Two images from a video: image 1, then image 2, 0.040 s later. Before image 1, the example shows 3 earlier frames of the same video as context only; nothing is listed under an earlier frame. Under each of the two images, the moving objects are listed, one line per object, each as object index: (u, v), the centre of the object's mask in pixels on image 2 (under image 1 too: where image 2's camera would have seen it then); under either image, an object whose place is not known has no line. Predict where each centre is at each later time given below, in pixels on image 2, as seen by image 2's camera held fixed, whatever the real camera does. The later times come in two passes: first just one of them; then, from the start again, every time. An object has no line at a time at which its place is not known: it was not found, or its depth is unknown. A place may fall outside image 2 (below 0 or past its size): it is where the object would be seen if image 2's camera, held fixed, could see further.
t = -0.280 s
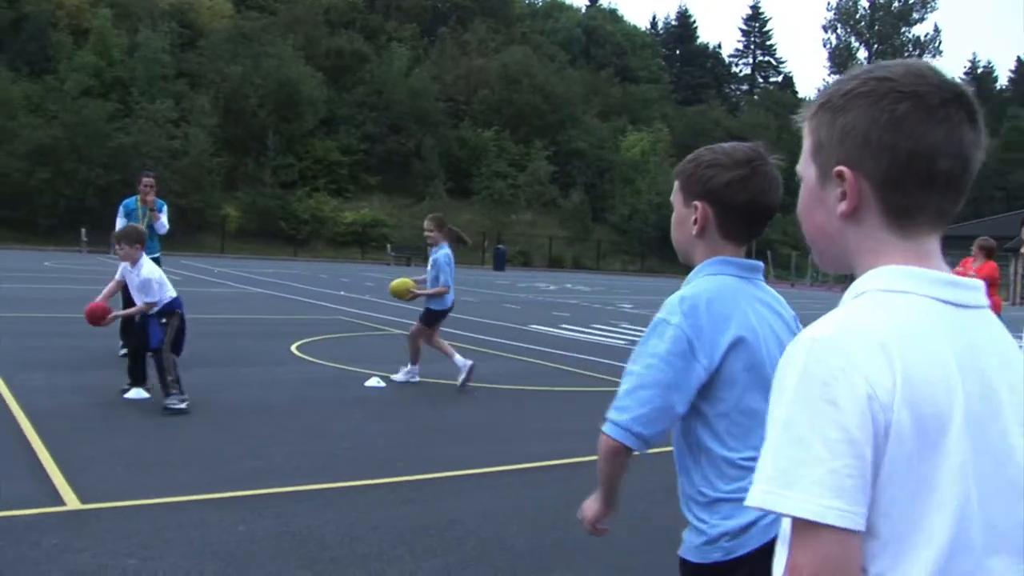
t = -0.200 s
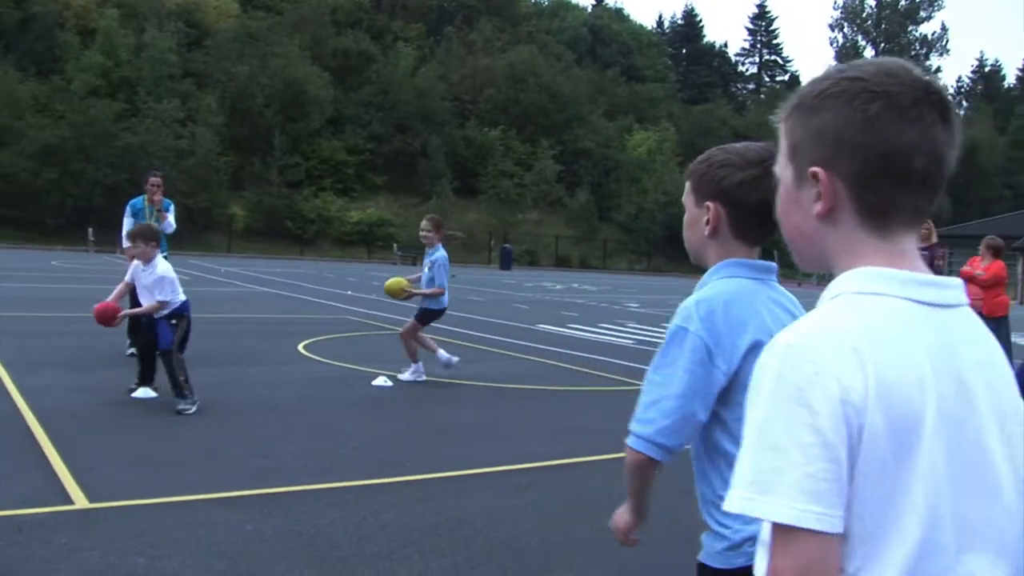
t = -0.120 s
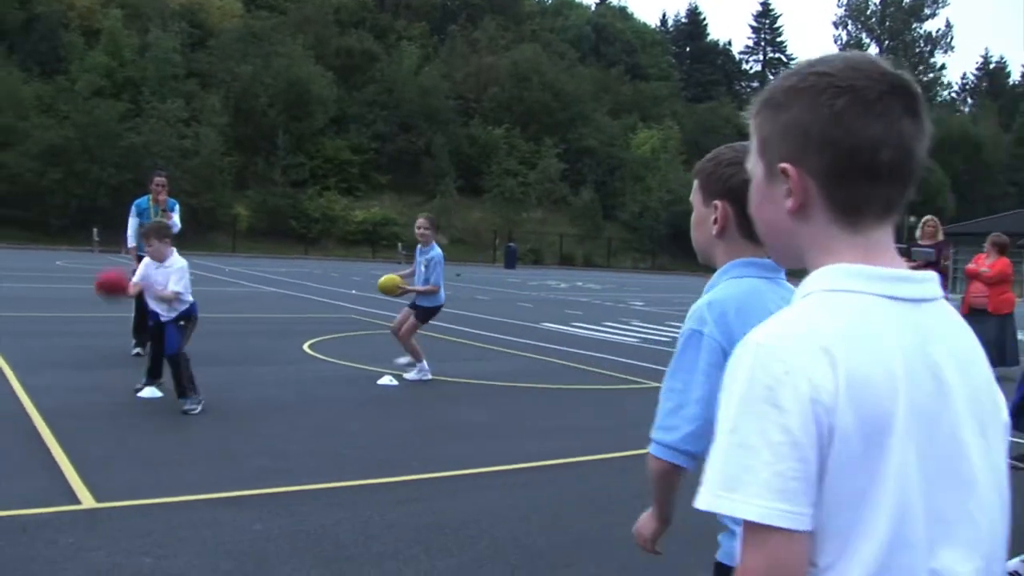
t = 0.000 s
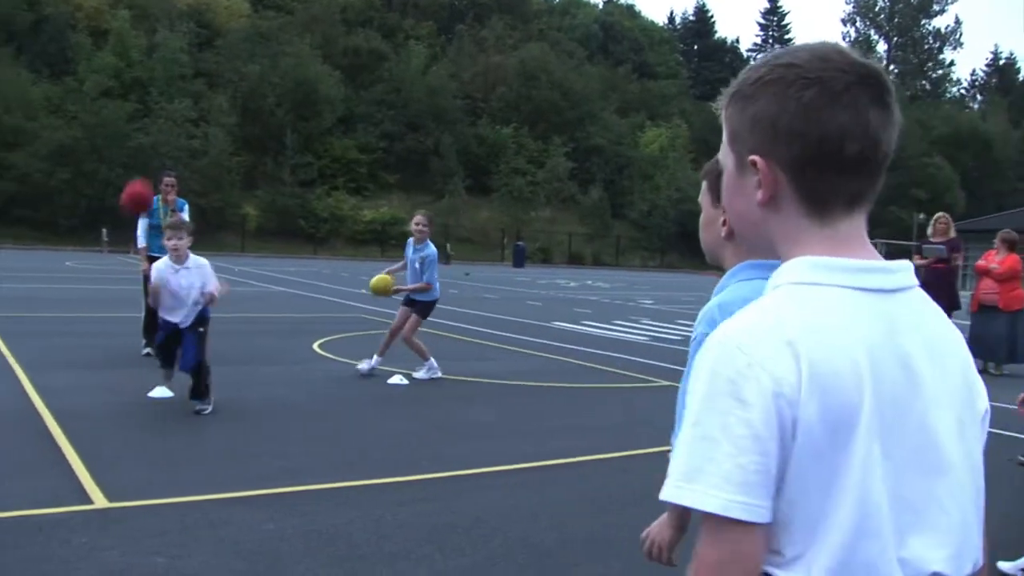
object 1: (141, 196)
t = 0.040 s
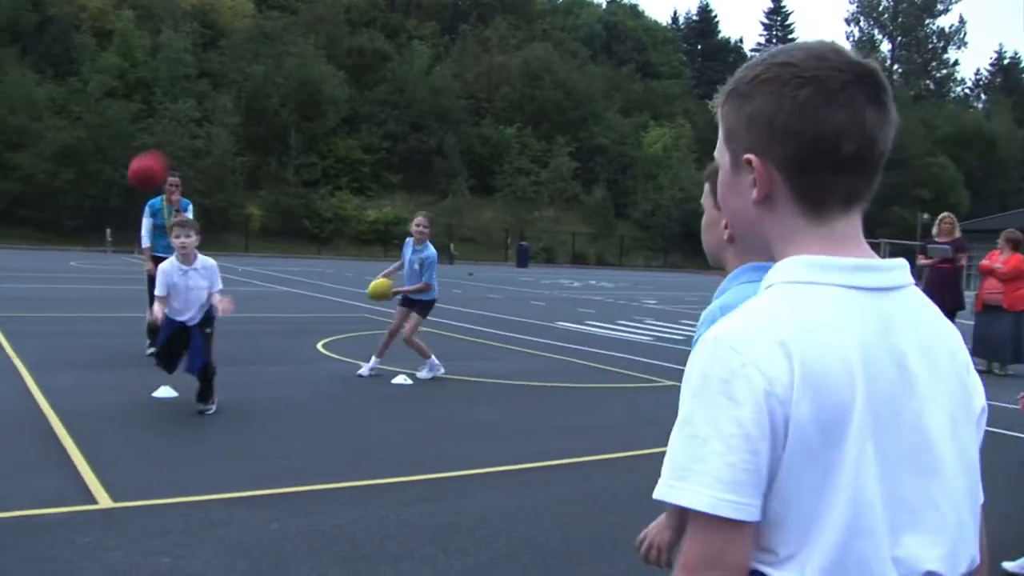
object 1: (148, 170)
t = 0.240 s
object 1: (181, 49)
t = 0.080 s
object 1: (155, 144)
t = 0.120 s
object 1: (160, 118)
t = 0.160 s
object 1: (166, 94)
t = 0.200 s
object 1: (173, 71)
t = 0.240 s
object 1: (181, 49)
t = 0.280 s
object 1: (188, 28)
